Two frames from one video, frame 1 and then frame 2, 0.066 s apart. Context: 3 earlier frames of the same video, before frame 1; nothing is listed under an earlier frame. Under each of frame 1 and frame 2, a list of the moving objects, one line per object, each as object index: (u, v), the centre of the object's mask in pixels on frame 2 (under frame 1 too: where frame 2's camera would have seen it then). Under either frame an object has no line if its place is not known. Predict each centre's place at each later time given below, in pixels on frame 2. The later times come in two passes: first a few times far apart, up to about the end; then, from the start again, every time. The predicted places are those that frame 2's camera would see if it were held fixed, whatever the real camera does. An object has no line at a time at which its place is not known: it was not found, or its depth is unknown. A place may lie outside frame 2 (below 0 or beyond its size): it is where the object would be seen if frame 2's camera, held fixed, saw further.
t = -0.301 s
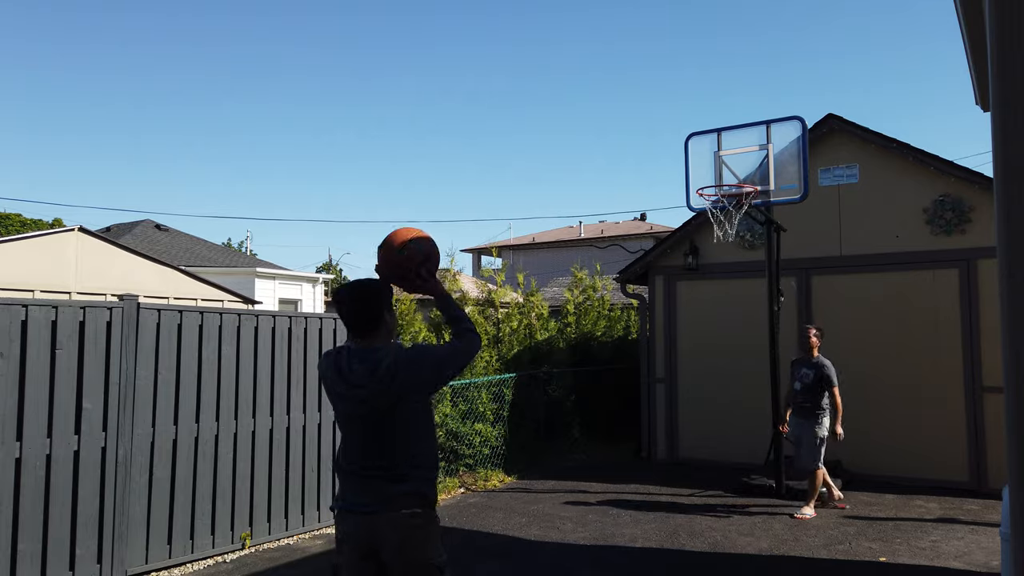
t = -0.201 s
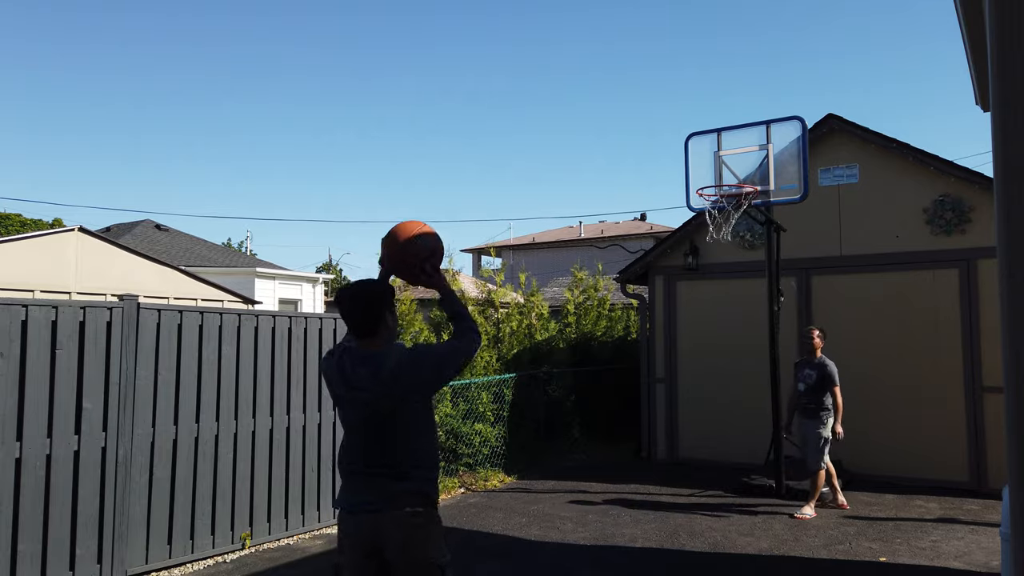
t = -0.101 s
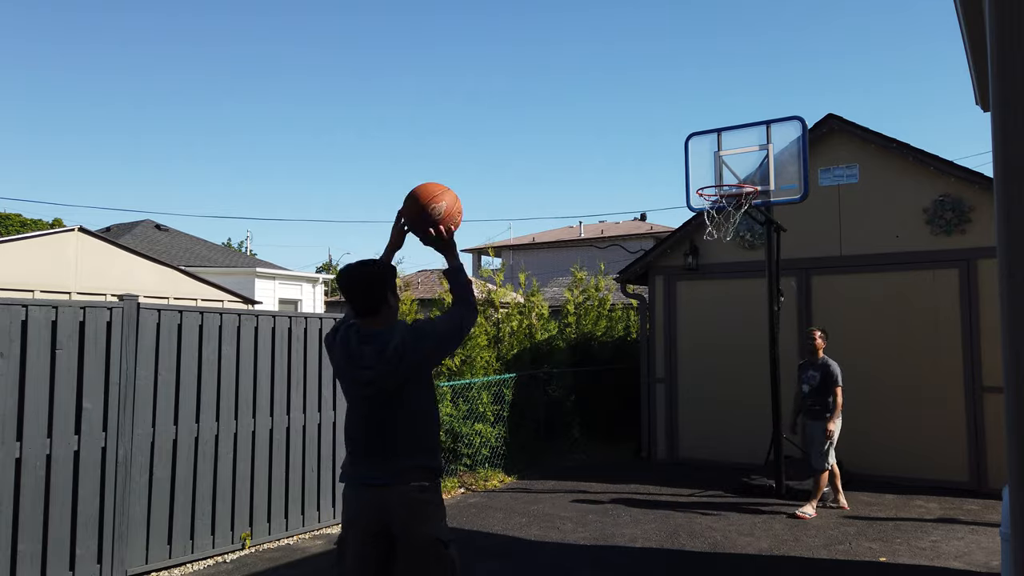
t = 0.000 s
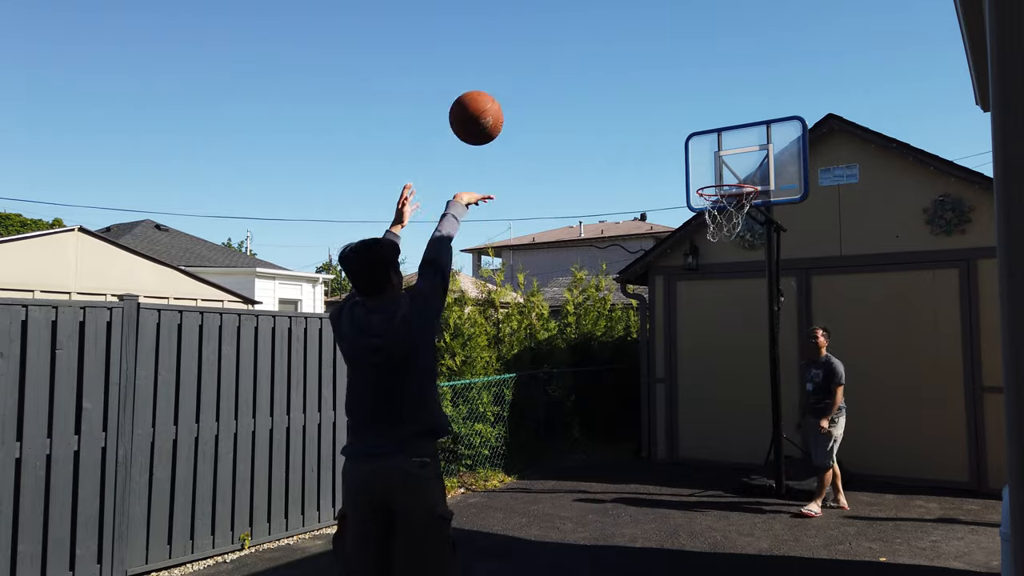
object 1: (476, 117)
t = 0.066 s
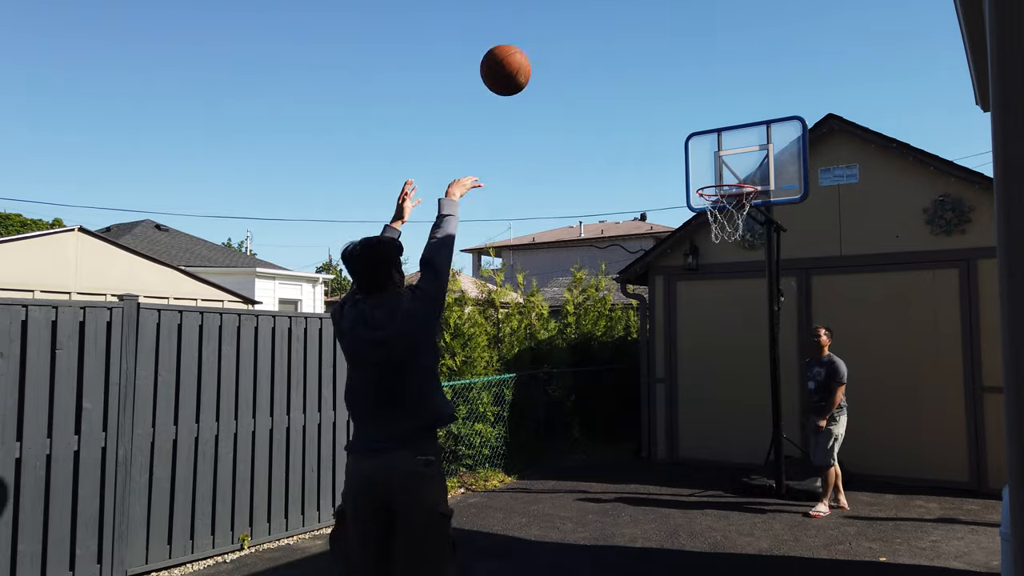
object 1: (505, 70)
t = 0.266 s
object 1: (574, 10)
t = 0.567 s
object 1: (644, 33)
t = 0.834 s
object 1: (687, 141)
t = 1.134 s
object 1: (693, 173)
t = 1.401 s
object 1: (666, 212)
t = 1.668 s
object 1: (642, 334)
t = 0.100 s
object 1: (519, 51)
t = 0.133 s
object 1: (531, 36)
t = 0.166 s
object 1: (543, 23)
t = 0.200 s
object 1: (554, 17)
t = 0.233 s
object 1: (564, 13)
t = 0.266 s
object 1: (574, 10)
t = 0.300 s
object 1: (584, 8)
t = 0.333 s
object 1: (592, 8)
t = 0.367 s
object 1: (601, 8)
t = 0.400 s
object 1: (609, 9)
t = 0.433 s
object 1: (617, 10)
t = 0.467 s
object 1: (624, 13)
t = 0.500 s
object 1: (631, 16)
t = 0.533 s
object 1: (638, 24)
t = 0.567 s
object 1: (644, 33)
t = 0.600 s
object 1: (651, 43)
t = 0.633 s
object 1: (657, 54)
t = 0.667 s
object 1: (662, 67)
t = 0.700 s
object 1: (668, 80)
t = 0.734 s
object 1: (673, 94)
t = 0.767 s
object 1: (678, 109)
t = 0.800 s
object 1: (682, 124)
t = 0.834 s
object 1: (687, 141)
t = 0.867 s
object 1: (691, 158)
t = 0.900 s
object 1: (696, 176)
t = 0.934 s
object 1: (698, 178)
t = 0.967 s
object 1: (699, 176)
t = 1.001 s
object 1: (700, 176)
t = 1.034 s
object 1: (701, 176)
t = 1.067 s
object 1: (700, 175)
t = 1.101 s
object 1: (697, 173)
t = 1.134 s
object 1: (693, 173)
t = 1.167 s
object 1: (690, 174)
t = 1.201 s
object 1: (686, 176)
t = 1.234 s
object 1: (683, 178)
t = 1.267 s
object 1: (680, 183)
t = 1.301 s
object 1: (676, 188)
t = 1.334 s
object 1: (673, 195)
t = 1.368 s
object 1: (670, 203)
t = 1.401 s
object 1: (666, 212)
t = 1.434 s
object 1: (663, 223)
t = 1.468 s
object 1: (660, 235)
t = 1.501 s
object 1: (657, 247)
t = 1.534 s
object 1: (653, 263)
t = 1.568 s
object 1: (651, 279)
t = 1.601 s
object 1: (647, 296)
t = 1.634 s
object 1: (644, 315)
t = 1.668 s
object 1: (642, 334)
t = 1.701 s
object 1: (637, 357)
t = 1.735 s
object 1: (633, 381)
